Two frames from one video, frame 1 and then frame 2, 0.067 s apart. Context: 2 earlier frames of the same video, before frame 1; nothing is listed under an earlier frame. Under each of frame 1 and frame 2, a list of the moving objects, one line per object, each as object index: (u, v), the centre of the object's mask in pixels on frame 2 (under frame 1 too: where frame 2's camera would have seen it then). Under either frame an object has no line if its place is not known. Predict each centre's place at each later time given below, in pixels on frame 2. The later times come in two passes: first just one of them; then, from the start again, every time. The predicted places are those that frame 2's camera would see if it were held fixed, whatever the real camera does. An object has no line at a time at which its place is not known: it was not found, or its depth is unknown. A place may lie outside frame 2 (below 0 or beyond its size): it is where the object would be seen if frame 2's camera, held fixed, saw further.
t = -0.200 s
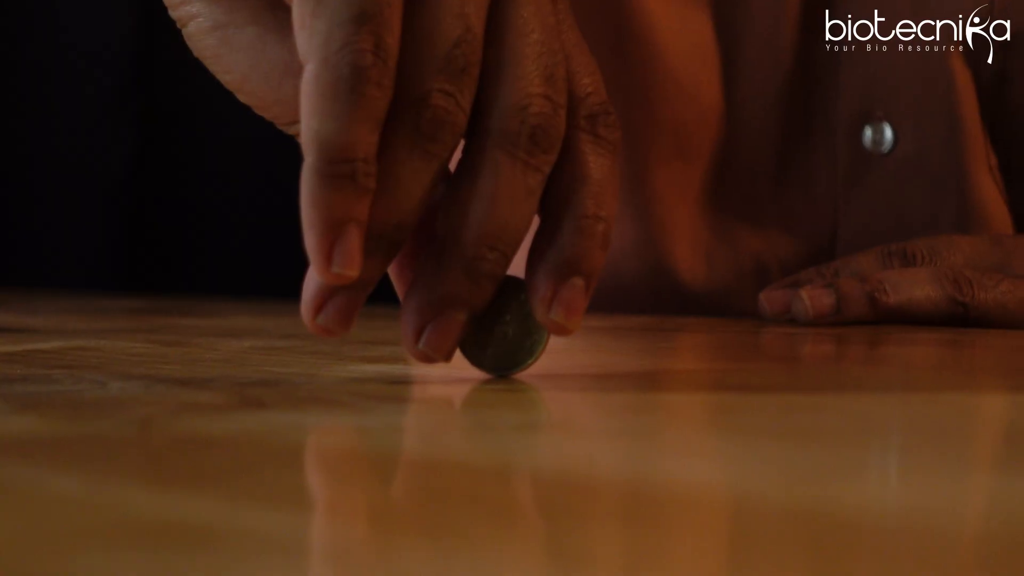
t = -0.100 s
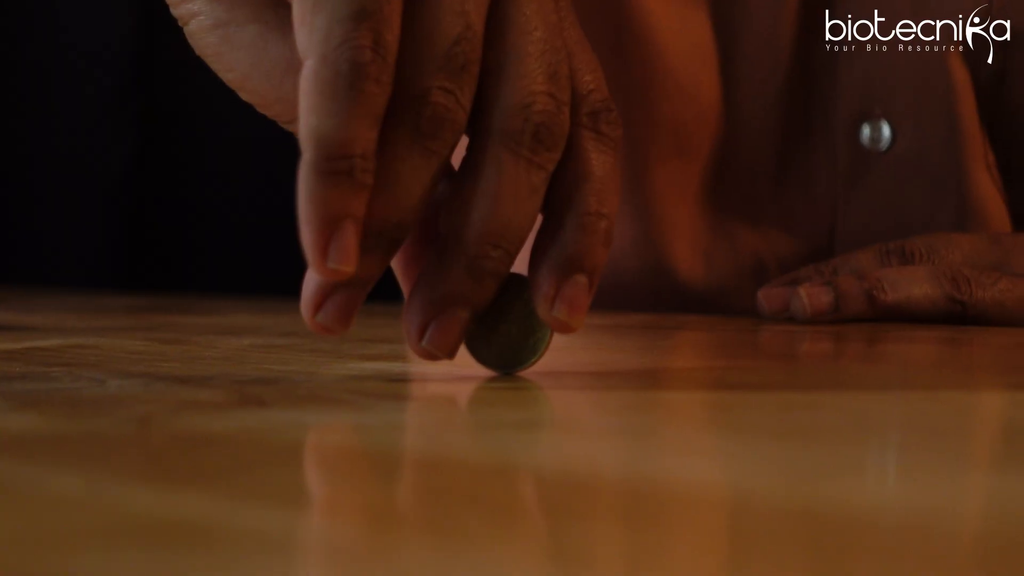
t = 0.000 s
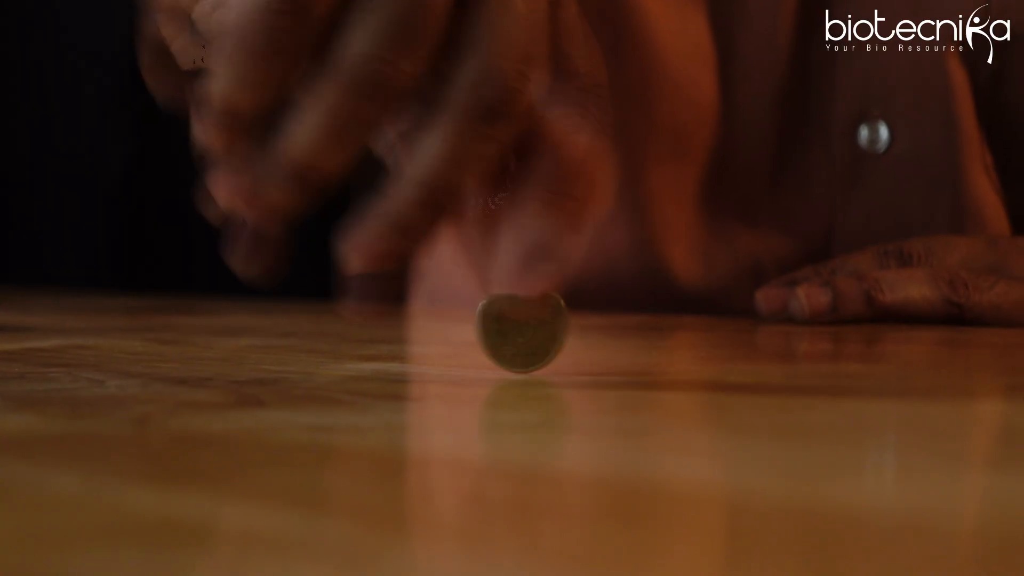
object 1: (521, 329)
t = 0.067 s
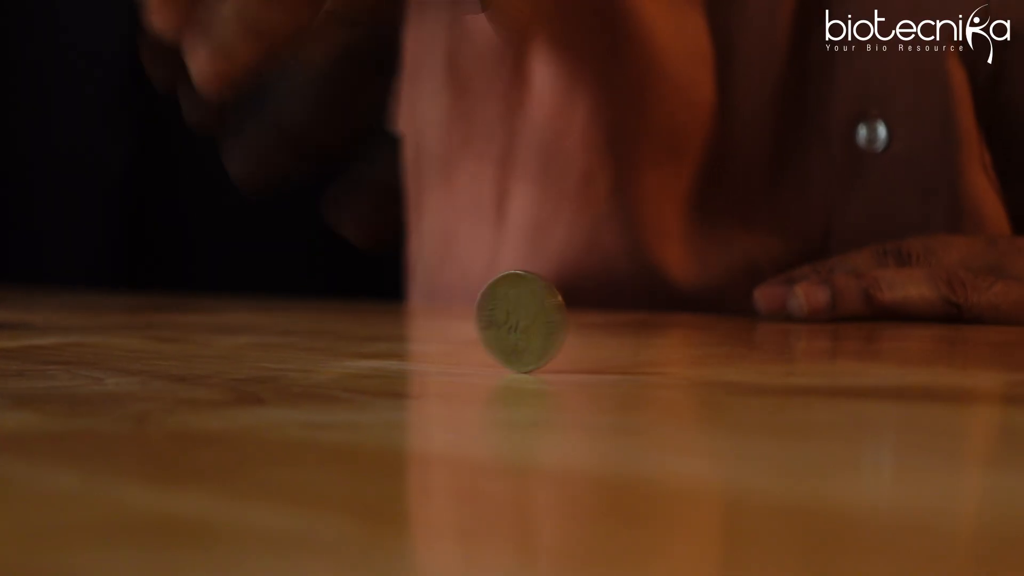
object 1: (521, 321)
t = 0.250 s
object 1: (508, 321)
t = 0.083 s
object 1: (520, 320)
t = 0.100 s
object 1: (521, 320)
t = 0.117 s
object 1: (519, 318)
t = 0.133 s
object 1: (519, 317)
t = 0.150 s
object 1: (515, 318)
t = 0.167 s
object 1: (509, 321)
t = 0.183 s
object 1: (509, 321)
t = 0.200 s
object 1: (510, 320)
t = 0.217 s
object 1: (509, 321)
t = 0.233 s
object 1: (509, 321)
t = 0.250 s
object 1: (508, 321)
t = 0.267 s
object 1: (506, 320)
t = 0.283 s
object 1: (505, 319)
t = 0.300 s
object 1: (504, 319)
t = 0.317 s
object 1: (502, 318)
